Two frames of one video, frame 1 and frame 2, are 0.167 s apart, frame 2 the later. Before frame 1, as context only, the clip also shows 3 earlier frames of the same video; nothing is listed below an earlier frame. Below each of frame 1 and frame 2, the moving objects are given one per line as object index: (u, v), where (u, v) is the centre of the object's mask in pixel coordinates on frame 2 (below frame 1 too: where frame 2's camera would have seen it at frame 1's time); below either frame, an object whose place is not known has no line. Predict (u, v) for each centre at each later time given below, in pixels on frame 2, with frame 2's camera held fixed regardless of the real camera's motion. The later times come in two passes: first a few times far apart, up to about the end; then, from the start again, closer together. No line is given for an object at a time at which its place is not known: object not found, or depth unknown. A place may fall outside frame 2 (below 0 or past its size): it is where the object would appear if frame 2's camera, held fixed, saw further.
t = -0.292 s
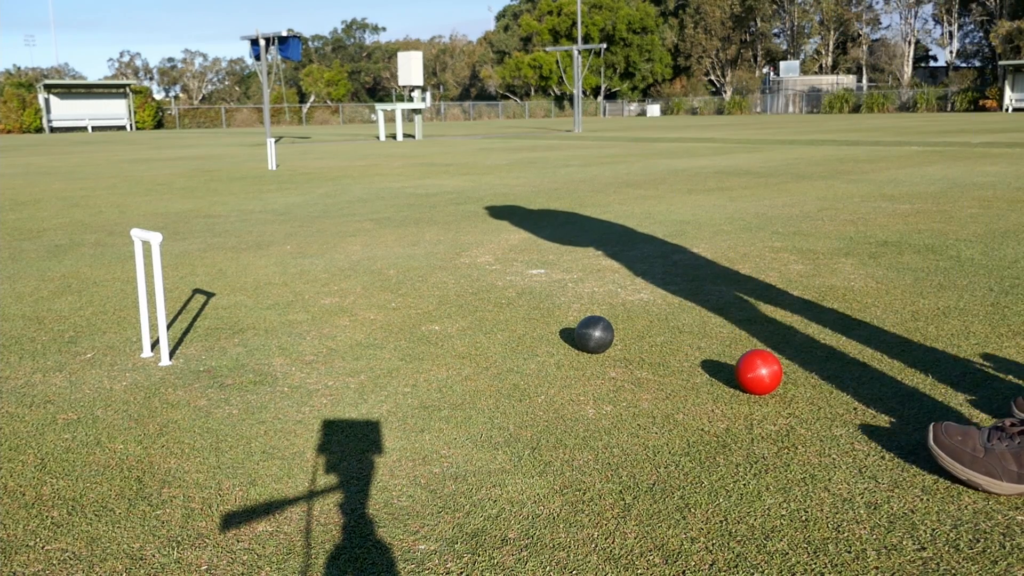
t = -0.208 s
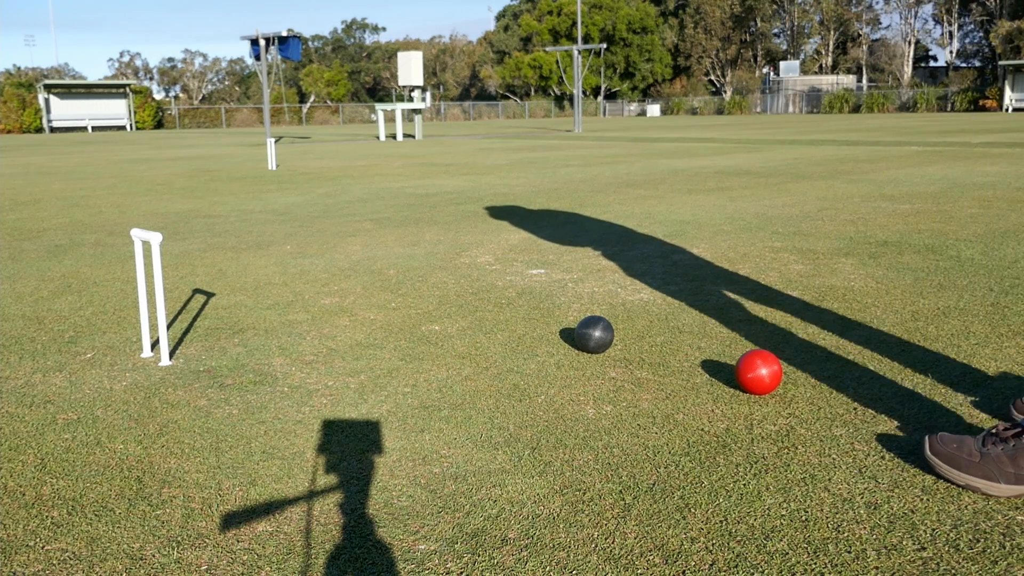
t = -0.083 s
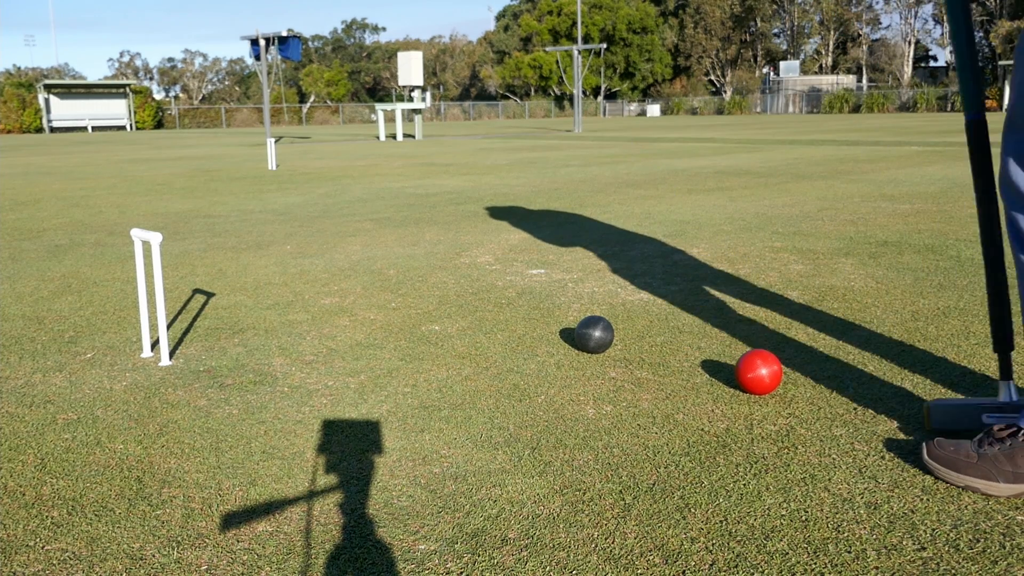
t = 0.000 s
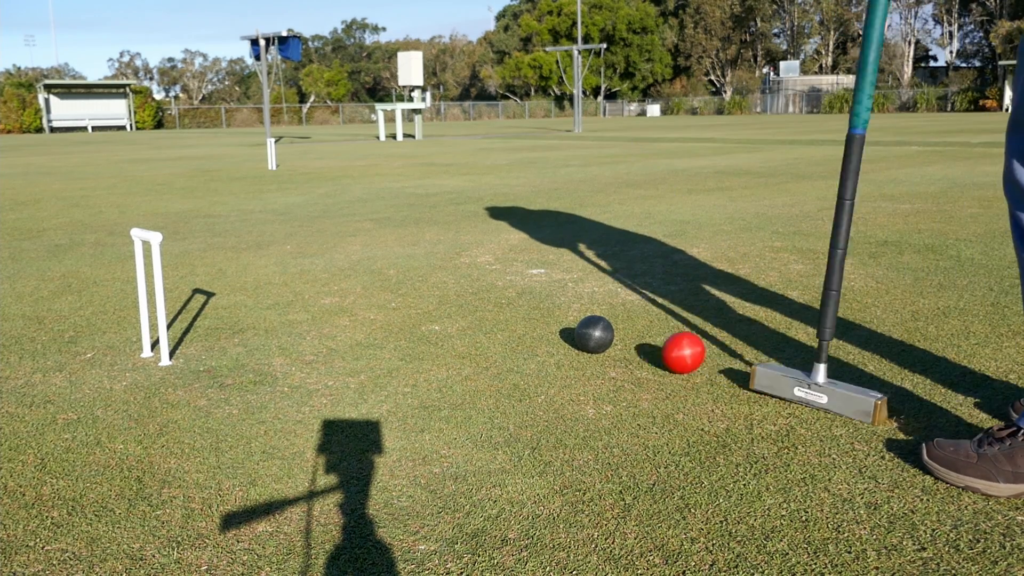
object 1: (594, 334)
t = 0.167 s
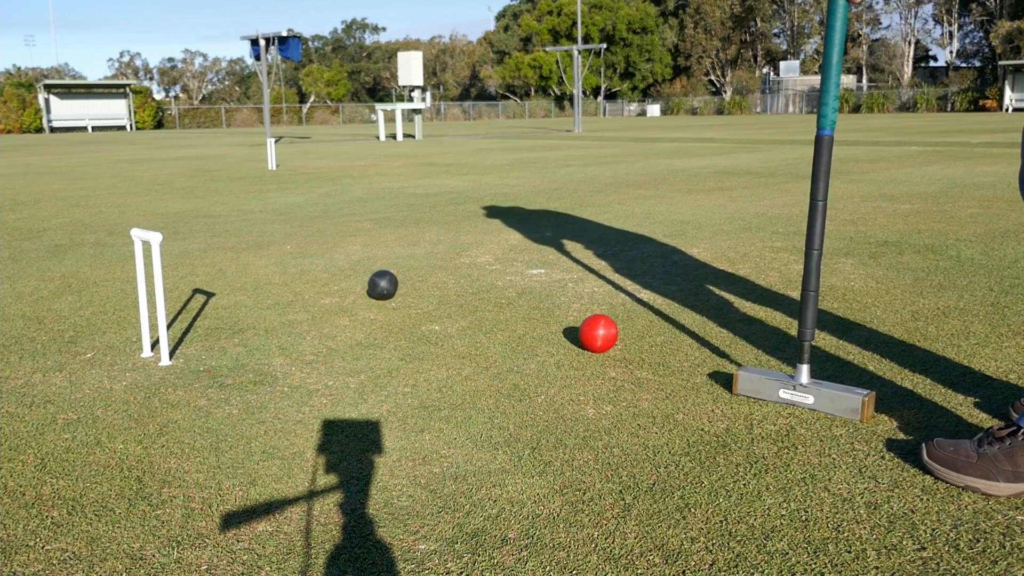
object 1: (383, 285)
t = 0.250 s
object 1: (314, 271)
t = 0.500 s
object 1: (187, 243)
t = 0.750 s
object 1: (102, 225)
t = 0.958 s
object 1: (56, 213)
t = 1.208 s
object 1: (11, 203)
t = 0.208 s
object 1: (346, 278)
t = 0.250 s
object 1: (314, 271)
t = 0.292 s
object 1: (286, 265)
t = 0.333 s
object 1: (262, 260)
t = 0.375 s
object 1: (241, 254)
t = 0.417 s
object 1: (221, 251)
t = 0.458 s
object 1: (203, 247)
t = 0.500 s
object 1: (187, 243)
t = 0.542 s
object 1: (167, 238)
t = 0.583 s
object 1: (152, 228)
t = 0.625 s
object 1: (134, 228)
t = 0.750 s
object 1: (102, 225)
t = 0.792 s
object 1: (91, 222)
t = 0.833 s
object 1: (82, 220)
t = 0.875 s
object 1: (73, 218)
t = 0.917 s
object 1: (64, 216)
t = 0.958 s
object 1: (56, 213)
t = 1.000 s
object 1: (48, 212)
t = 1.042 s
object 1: (37, 209)
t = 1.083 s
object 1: (30, 208)
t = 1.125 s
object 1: (24, 206)
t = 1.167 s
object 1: (17, 205)
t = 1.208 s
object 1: (11, 203)
